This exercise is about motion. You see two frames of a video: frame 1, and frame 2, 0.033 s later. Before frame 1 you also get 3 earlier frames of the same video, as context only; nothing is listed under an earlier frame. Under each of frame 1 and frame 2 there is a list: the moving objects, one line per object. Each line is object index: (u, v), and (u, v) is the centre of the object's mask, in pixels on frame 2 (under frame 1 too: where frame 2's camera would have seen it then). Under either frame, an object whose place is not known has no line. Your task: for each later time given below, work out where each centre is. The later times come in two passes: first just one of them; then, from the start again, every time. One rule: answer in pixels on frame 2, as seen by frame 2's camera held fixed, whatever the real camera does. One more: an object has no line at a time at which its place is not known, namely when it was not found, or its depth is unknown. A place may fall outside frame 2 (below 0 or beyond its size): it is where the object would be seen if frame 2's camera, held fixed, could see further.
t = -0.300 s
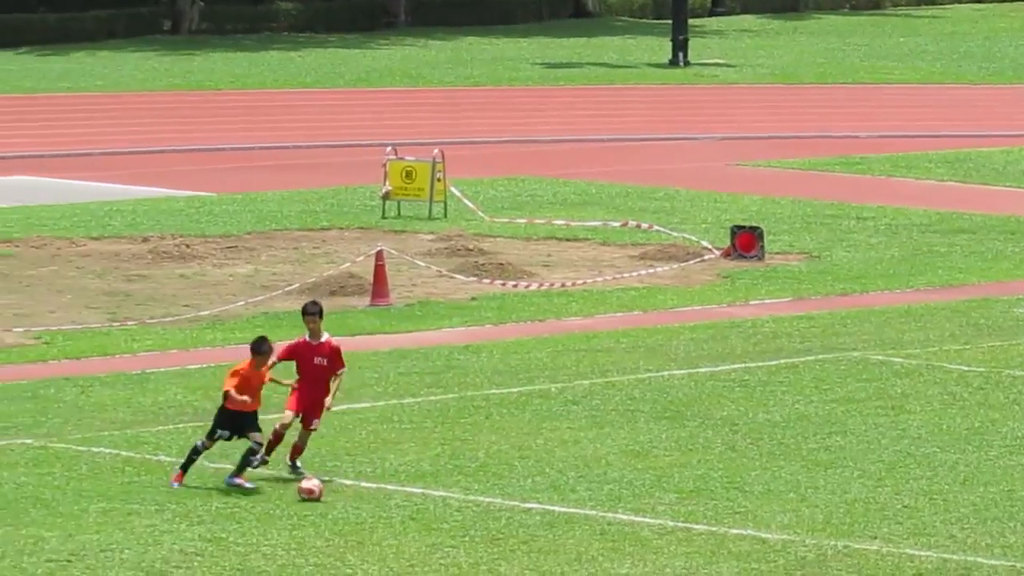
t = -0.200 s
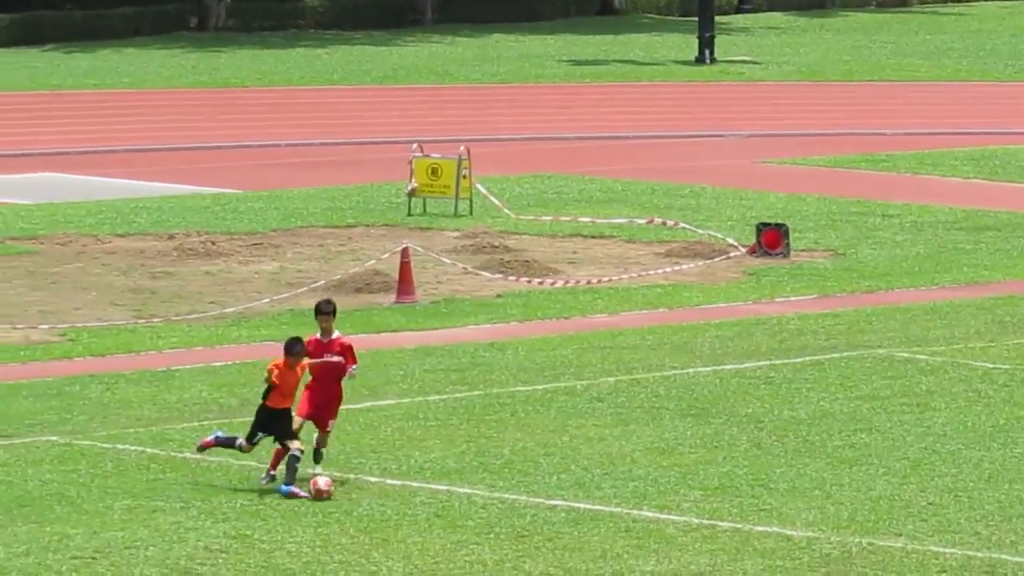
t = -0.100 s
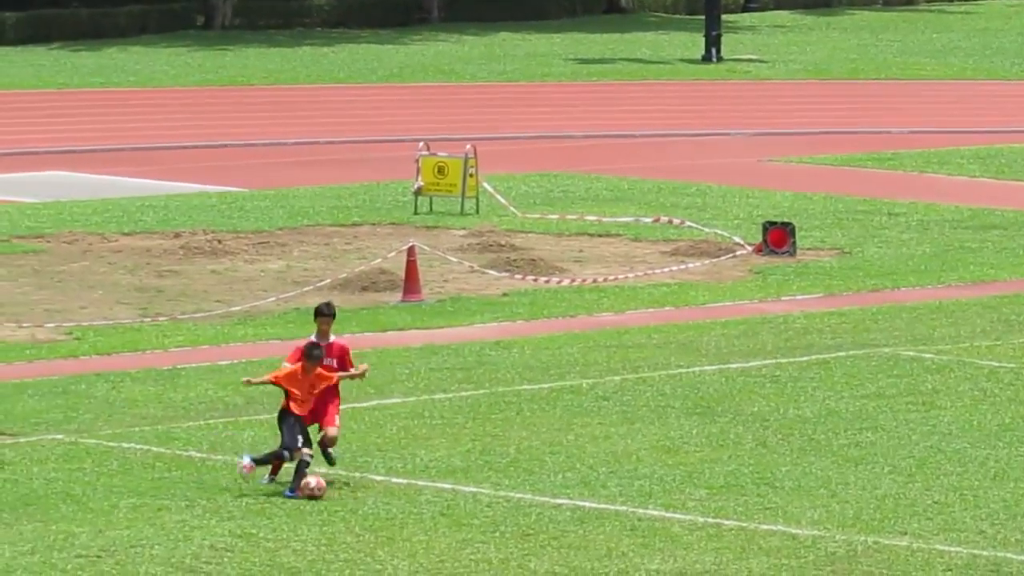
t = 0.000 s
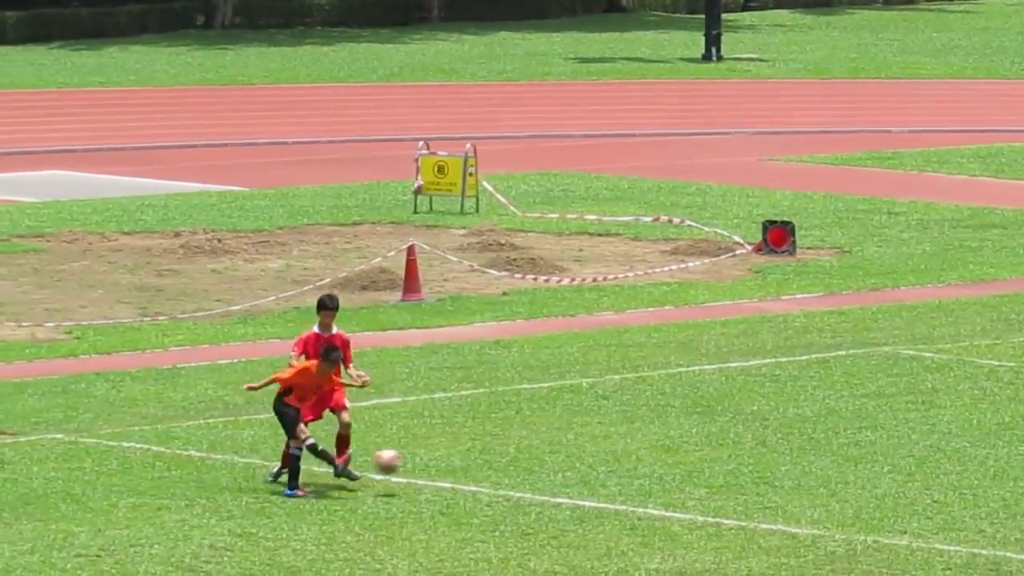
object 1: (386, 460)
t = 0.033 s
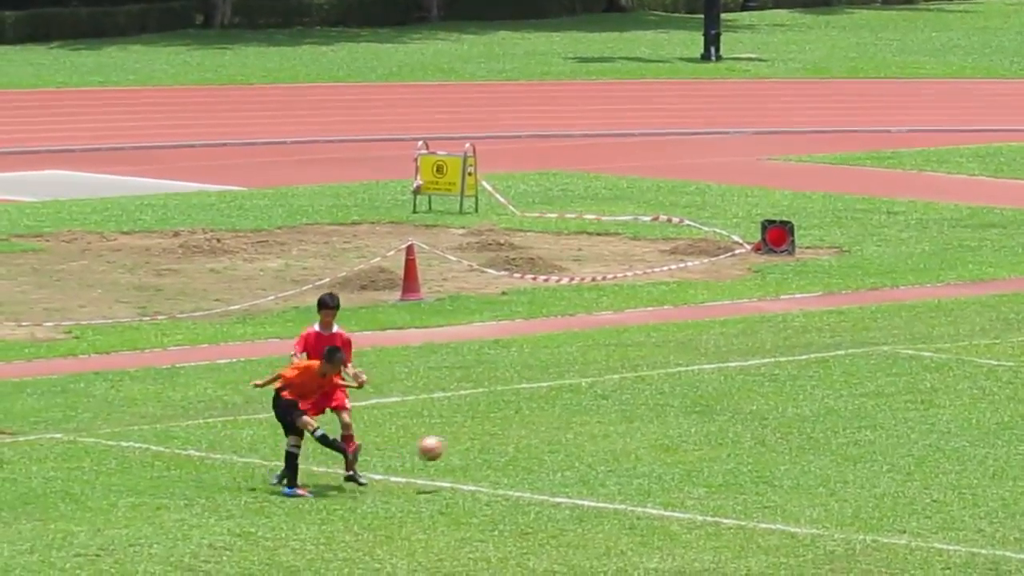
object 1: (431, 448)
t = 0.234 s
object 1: (680, 398)
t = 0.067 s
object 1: (474, 436)
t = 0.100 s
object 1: (516, 426)
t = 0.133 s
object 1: (558, 418)
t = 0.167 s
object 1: (599, 410)
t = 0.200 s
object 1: (640, 404)
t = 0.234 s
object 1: (680, 398)
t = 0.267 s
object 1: (721, 394)
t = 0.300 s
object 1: (759, 391)
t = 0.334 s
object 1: (797, 390)
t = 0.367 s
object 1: (836, 389)
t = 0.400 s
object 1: (873, 390)
